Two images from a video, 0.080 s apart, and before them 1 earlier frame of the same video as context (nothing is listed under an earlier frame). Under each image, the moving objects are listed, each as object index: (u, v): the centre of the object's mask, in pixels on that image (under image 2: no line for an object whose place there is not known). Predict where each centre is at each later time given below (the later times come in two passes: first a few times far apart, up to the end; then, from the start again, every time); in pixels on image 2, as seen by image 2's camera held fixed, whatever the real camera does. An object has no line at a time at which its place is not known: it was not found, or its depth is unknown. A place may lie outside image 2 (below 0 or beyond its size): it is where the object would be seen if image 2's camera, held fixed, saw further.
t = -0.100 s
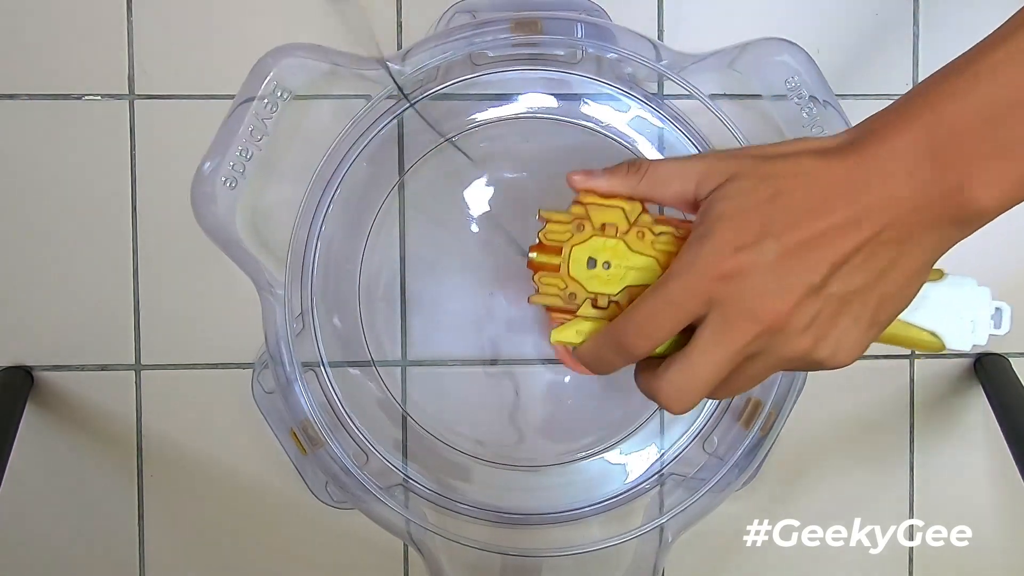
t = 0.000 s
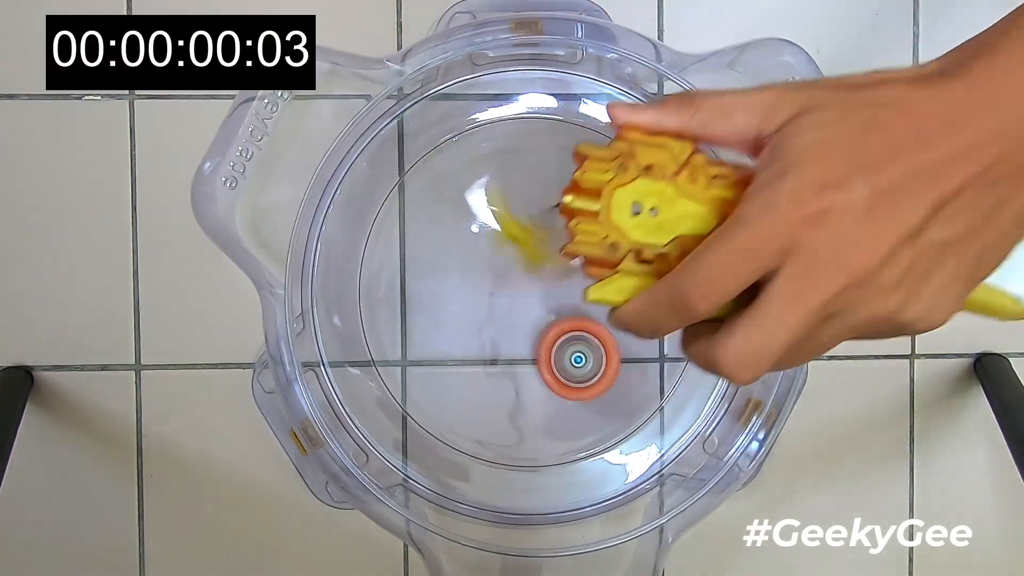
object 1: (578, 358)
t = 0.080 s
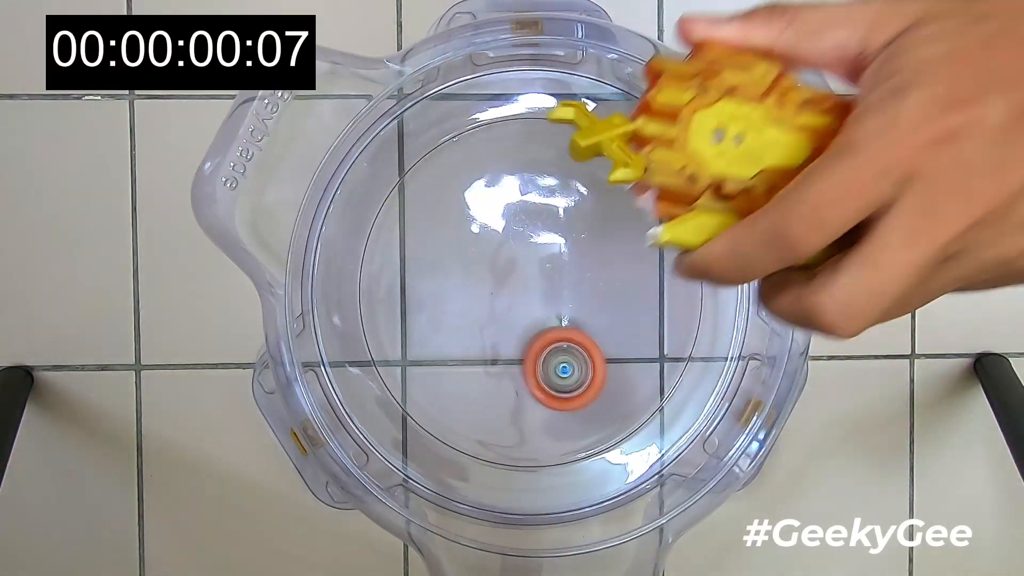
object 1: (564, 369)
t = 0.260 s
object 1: (528, 342)
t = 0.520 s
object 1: (523, 282)
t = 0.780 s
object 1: (523, 284)
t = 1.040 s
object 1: (513, 331)
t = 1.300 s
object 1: (548, 340)
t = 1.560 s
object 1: (533, 260)
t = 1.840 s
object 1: (472, 268)
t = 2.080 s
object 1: (490, 351)
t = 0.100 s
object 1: (560, 368)
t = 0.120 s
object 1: (555, 367)
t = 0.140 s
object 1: (550, 364)
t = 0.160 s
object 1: (545, 362)
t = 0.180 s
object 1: (541, 359)
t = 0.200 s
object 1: (537, 356)
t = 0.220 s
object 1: (534, 351)
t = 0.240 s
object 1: (531, 347)
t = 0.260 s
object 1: (528, 342)
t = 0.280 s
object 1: (525, 338)
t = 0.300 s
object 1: (523, 333)
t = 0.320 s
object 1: (522, 328)
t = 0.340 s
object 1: (520, 323)
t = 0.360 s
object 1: (519, 318)
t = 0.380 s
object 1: (518, 313)
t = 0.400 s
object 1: (518, 307)
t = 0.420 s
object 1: (518, 302)
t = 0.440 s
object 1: (518, 298)
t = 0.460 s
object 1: (519, 293)
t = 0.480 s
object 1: (520, 290)
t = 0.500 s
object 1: (522, 286)
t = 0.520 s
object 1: (523, 282)
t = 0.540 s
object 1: (524, 279)
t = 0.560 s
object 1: (524, 276)
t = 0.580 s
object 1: (525, 274)
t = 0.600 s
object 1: (526, 273)
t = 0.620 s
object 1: (526, 272)
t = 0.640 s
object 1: (526, 272)
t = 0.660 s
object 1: (527, 272)
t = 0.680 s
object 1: (527, 273)
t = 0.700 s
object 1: (527, 275)
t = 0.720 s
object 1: (527, 276)
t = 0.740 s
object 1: (526, 278)
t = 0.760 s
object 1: (525, 281)
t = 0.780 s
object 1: (523, 284)
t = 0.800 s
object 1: (522, 287)
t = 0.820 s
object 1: (521, 290)
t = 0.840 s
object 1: (519, 294)
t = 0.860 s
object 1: (517, 297)
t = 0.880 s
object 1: (515, 301)
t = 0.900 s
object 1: (514, 305)
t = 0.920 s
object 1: (513, 309)
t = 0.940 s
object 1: (513, 313)
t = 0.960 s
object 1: (512, 316)
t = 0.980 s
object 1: (511, 320)
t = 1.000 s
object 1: (512, 324)
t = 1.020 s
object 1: (513, 327)
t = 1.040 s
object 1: (513, 331)
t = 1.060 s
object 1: (514, 334)
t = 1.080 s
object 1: (515, 337)
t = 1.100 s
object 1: (518, 340)
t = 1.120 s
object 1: (520, 342)
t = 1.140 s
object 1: (522, 344)
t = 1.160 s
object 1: (524, 346)
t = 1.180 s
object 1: (527, 348)
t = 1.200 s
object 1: (530, 348)
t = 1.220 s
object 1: (533, 347)
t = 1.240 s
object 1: (537, 347)
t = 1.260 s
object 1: (541, 346)
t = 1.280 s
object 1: (545, 344)
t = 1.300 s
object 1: (548, 340)
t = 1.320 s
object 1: (550, 335)
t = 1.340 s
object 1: (552, 330)
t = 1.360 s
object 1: (554, 324)
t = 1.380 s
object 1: (554, 317)
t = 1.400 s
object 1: (554, 310)
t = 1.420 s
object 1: (553, 303)
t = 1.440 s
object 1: (552, 296)
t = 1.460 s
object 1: (550, 289)
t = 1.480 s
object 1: (546, 282)
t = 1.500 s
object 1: (544, 276)
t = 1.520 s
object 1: (540, 270)
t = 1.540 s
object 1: (536, 265)
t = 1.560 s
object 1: (533, 260)
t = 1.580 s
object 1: (529, 256)
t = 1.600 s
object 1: (523, 251)
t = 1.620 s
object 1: (518, 249)
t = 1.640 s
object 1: (514, 246)
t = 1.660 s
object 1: (509, 245)
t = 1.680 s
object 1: (503, 244)
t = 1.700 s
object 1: (499, 245)
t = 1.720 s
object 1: (495, 246)
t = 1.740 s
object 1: (490, 248)
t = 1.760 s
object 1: (486, 251)
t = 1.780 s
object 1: (483, 254)
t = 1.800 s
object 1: (479, 257)
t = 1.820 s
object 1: (475, 263)
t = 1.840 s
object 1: (472, 268)
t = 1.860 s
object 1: (470, 273)
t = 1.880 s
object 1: (468, 281)
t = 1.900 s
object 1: (467, 288)
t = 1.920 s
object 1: (466, 295)
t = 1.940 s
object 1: (466, 303)
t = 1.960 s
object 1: (467, 311)
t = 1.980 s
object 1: (469, 319)
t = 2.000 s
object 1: (471, 326)
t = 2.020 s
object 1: (474, 333)
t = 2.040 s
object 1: (479, 340)
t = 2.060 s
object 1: (484, 345)
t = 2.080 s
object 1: (490, 351)
